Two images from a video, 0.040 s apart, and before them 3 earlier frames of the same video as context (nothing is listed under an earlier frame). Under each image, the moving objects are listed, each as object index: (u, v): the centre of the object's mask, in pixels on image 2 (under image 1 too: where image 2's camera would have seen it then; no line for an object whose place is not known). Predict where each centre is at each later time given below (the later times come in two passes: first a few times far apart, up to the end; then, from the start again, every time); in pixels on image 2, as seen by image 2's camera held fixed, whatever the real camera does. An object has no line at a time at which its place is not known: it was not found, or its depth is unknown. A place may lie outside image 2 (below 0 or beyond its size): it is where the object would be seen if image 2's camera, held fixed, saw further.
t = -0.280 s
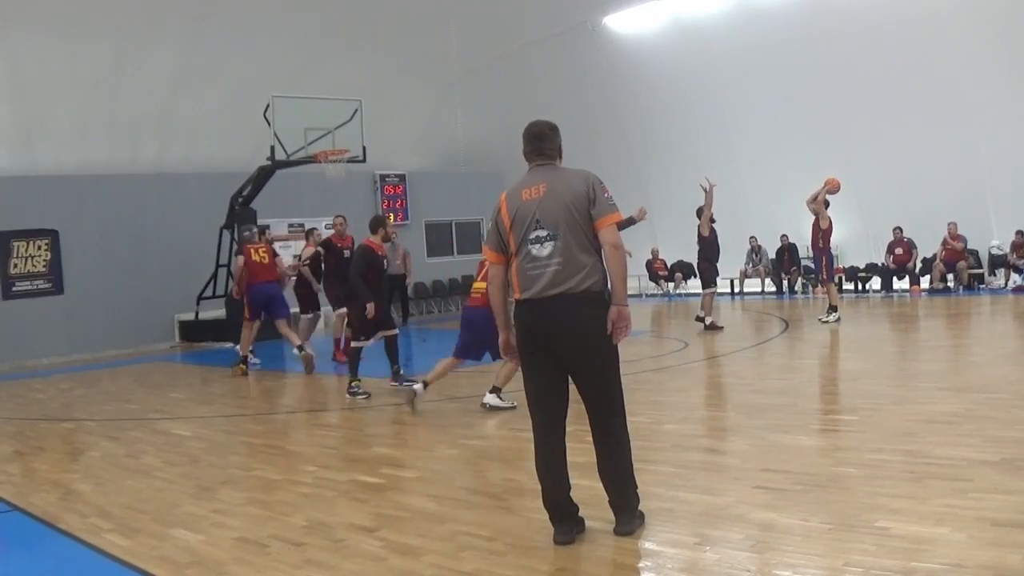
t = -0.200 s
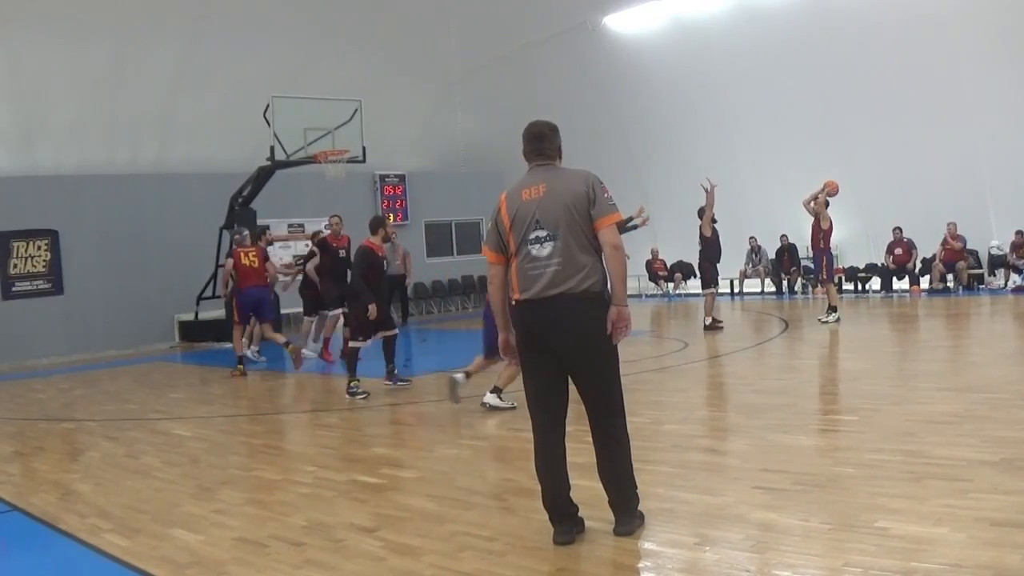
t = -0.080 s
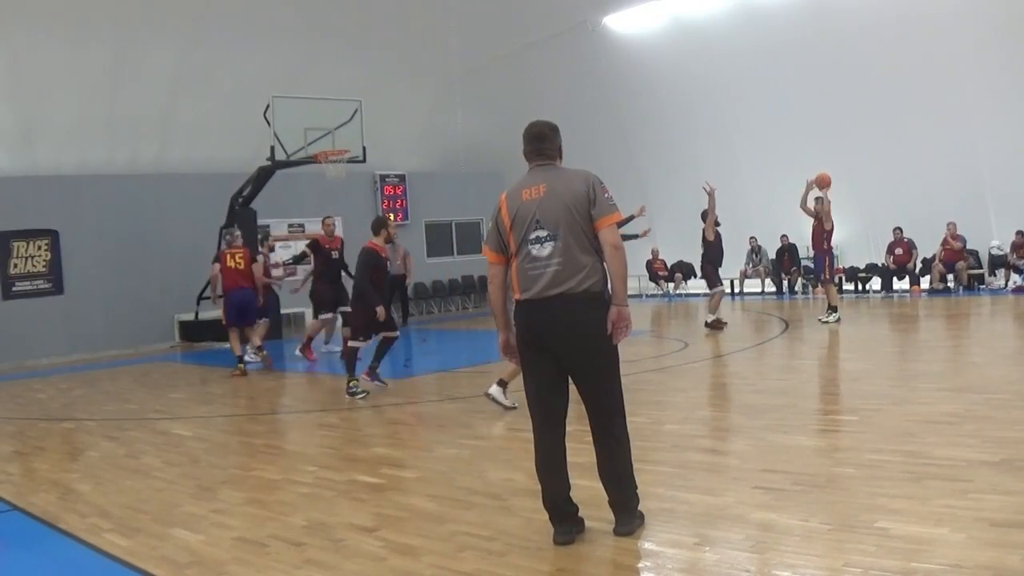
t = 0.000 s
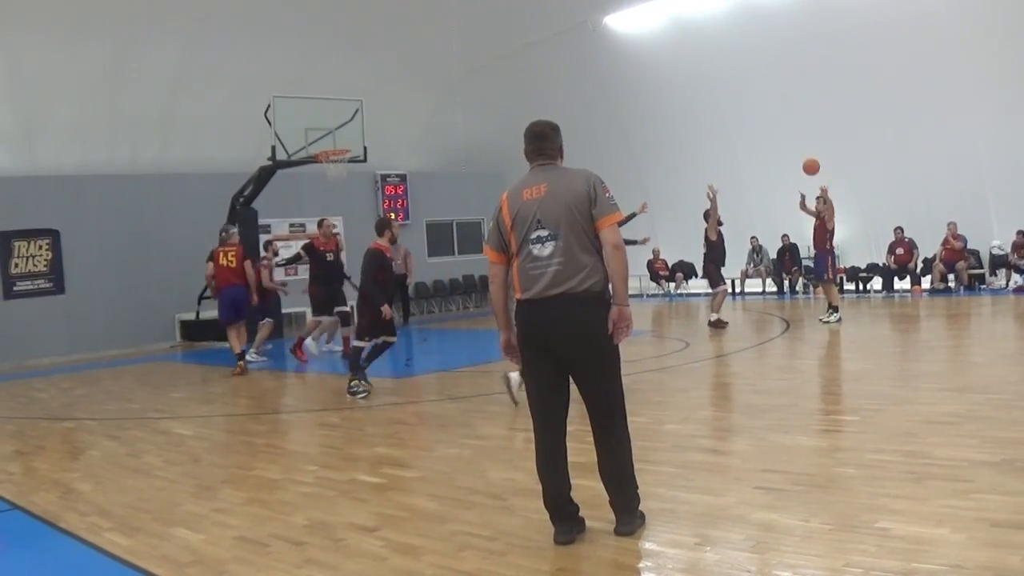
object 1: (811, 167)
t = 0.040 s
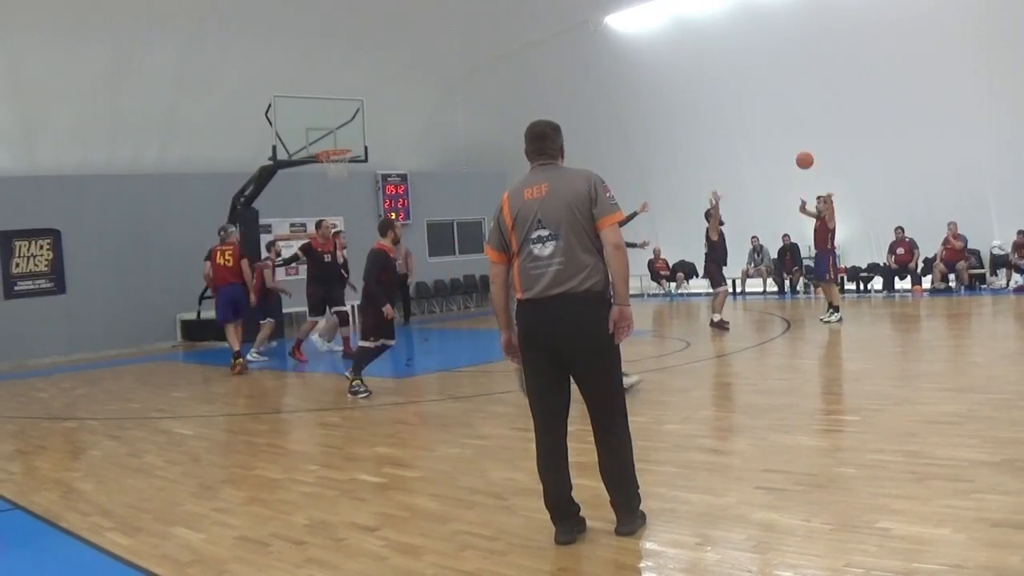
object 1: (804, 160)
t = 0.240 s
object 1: (767, 146)
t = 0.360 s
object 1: (744, 152)
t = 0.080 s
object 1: (798, 155)
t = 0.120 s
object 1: (790, 151)
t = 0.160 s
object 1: (783, 148)
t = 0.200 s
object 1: (775, 146)
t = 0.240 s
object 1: (767, 146)
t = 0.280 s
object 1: (760, 147)
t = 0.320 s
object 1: (752, 148)
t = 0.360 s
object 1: (744, 152)
